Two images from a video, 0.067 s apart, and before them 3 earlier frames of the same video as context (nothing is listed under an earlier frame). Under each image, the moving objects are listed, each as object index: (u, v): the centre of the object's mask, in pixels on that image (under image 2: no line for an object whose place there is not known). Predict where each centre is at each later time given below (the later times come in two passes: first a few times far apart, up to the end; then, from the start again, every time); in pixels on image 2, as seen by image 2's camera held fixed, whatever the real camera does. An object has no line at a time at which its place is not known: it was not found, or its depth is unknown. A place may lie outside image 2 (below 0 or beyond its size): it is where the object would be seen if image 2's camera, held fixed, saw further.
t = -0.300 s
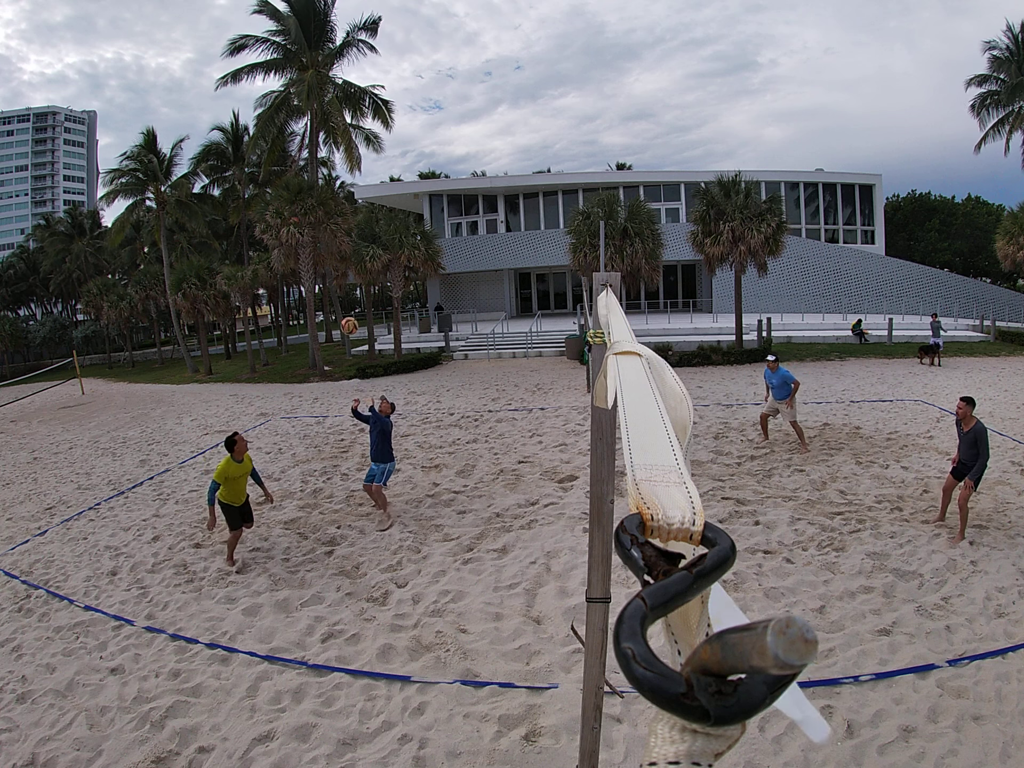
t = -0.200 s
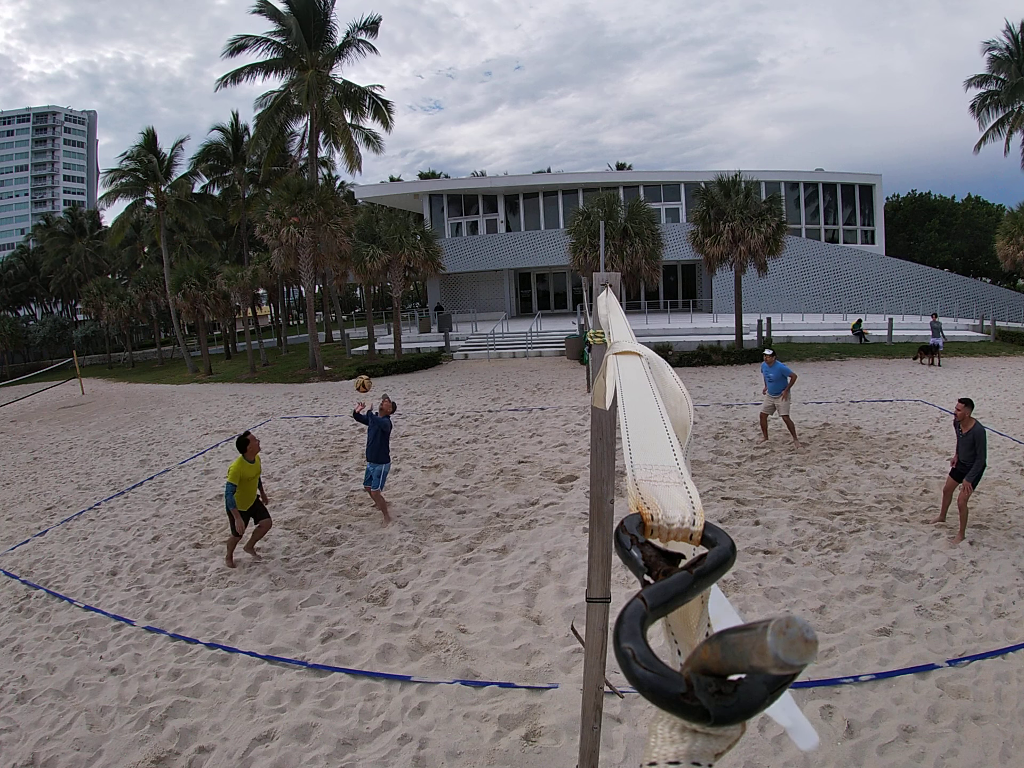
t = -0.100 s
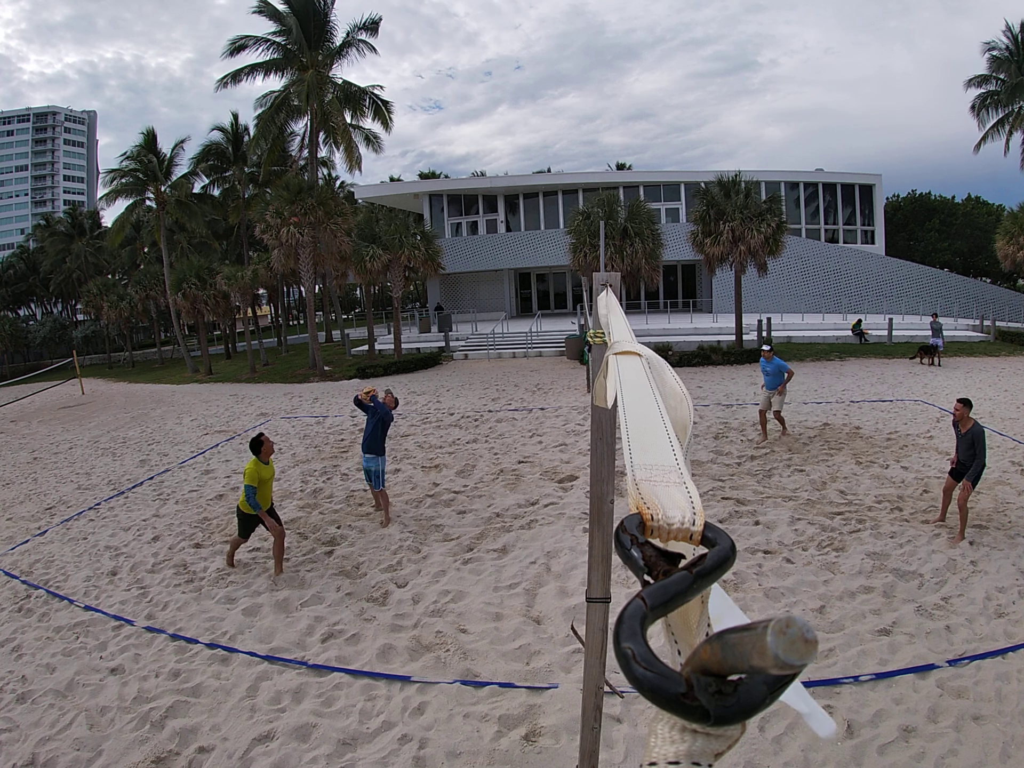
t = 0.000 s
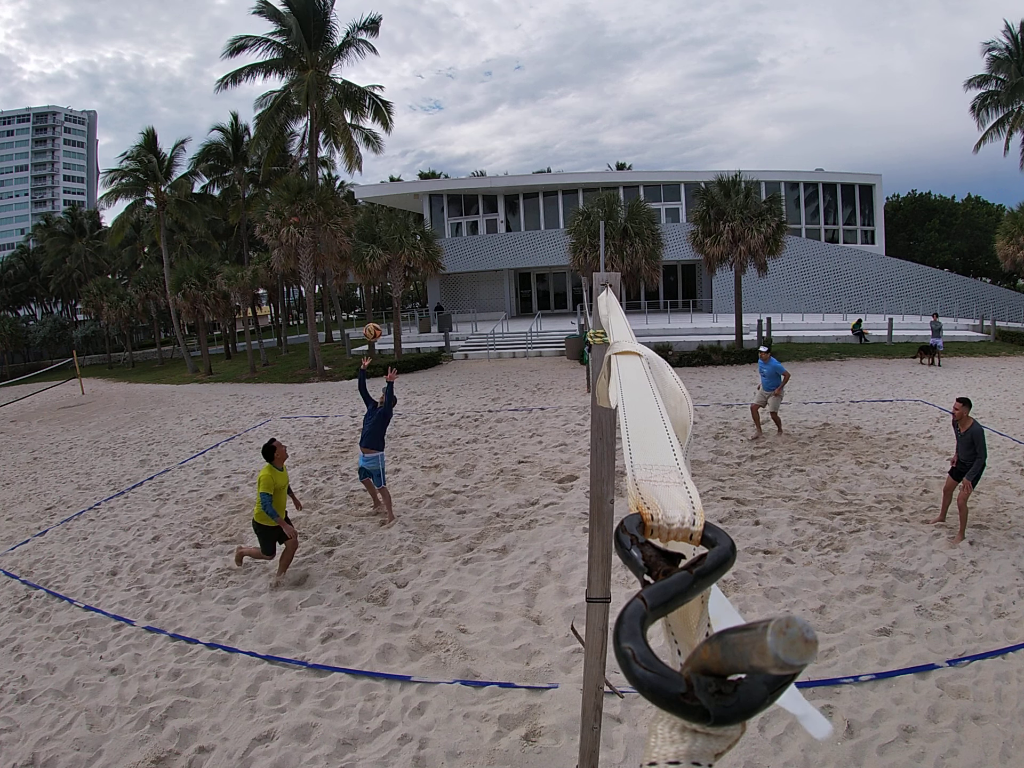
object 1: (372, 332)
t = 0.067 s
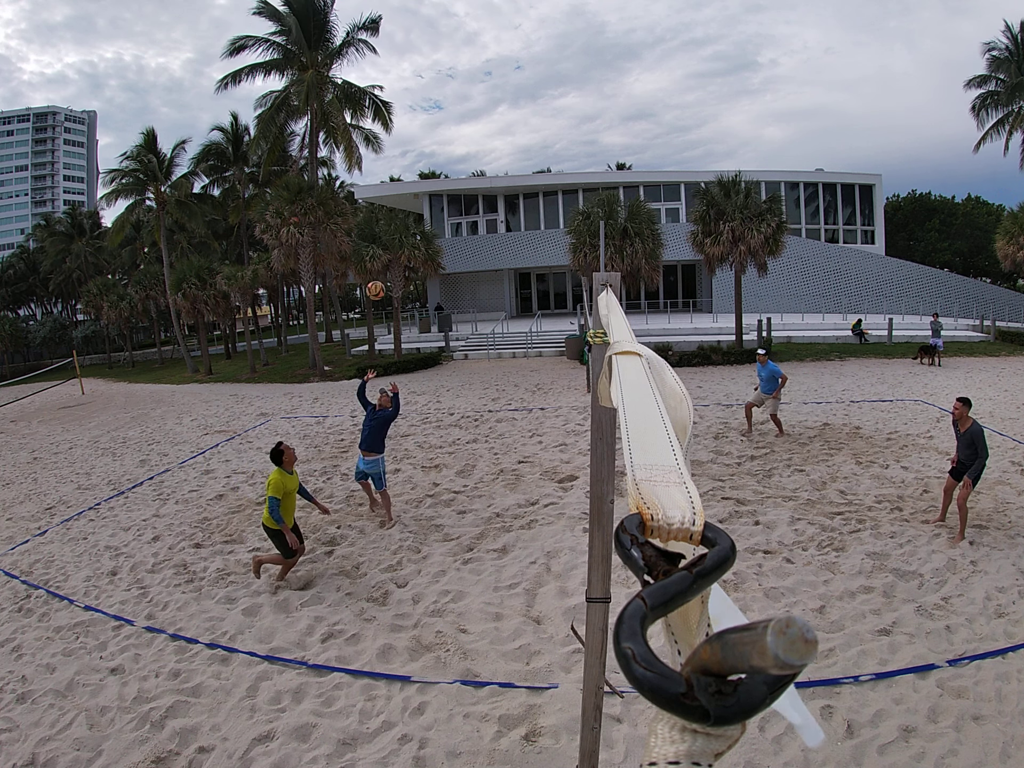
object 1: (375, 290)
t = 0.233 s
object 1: (388, 196)
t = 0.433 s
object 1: (410, 108)
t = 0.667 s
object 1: (440, 42)
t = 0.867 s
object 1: (472, 22)
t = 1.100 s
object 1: (518, 48)
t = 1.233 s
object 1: (551, 96)
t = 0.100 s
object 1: (378, 271)
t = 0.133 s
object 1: (380, 251)
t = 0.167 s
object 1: (382, 232)
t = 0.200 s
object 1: (385, 213)
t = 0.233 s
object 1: (388, 196)
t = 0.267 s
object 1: (392, 179)
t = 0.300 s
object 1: (395, 163)
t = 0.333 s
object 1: (399, 148)
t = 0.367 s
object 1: (402, 134)
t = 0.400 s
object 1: (406, 120)
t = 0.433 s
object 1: (410, 108)
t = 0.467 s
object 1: (413, 96)
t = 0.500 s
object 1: (417, 85)
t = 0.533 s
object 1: (422, 74)
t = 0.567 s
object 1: (426, 65)
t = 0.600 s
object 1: (430, 57)
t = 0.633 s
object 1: (435, 49)
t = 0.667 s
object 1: (440, 42)
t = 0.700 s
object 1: (445, 36)
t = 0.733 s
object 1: (450, 31)
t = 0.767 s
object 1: (455, 27)
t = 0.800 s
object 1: (460, 24)
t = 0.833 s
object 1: (466, 22)
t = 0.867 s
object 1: (472, 22)
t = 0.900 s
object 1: (478, 22)
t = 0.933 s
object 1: (484, 23)
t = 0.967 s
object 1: (490, 25)
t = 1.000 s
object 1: (497, 29)
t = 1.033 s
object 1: (504, 34)
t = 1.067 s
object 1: (511, 40)
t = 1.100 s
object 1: (518, 48)
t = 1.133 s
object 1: (526, 57)
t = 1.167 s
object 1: (534, 68)
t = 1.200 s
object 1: (542, 81)
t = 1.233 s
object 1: (551, 96)
